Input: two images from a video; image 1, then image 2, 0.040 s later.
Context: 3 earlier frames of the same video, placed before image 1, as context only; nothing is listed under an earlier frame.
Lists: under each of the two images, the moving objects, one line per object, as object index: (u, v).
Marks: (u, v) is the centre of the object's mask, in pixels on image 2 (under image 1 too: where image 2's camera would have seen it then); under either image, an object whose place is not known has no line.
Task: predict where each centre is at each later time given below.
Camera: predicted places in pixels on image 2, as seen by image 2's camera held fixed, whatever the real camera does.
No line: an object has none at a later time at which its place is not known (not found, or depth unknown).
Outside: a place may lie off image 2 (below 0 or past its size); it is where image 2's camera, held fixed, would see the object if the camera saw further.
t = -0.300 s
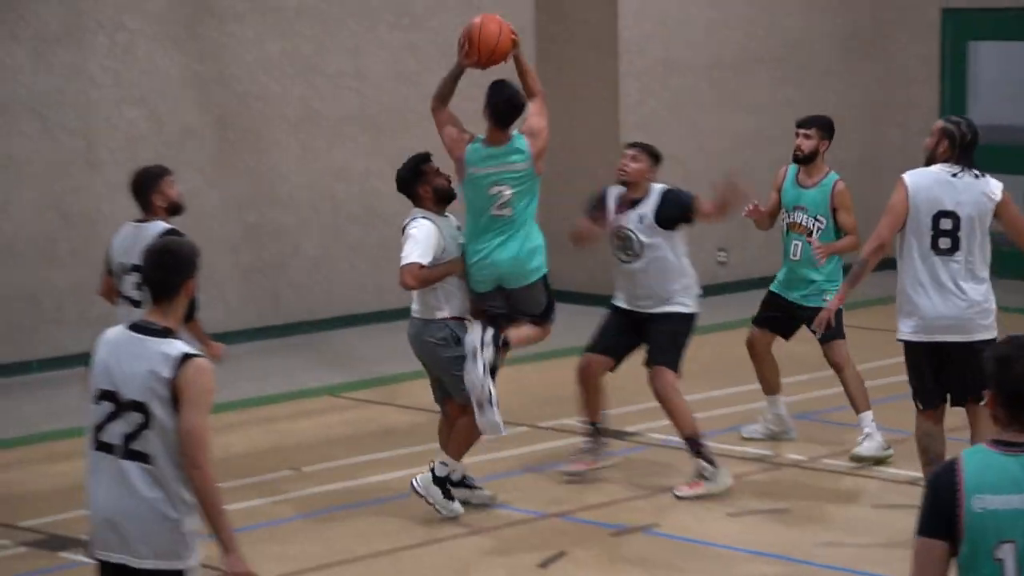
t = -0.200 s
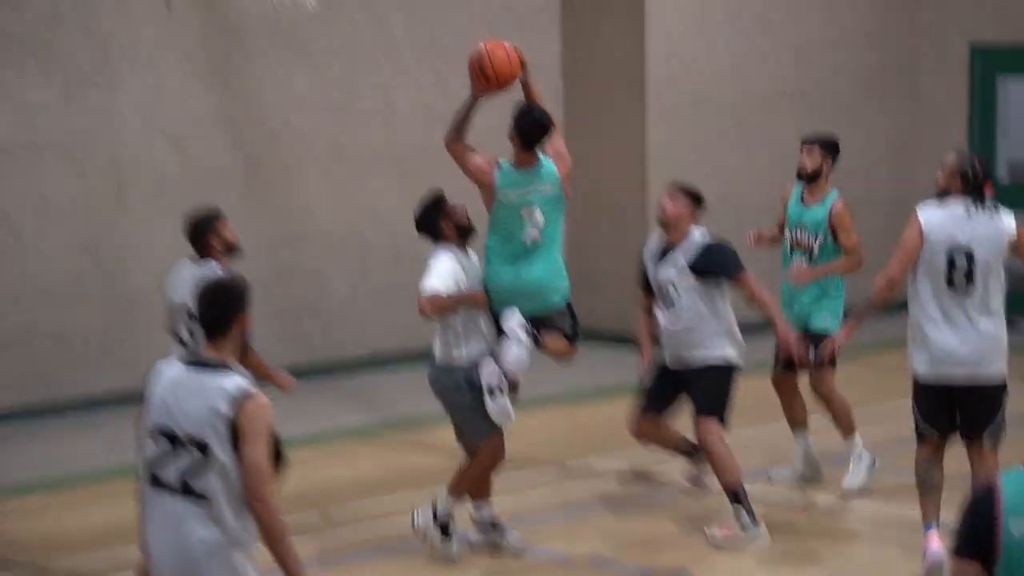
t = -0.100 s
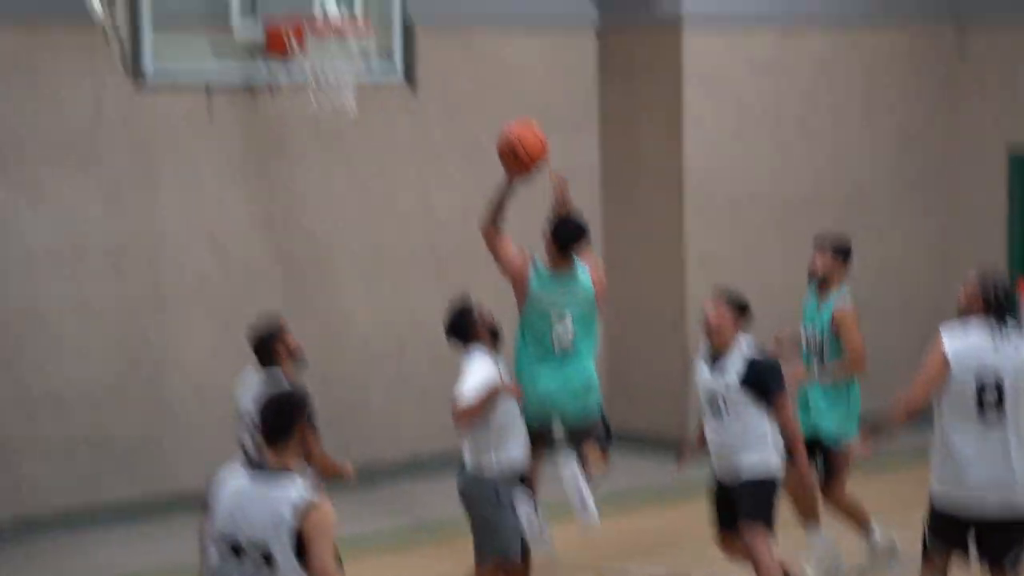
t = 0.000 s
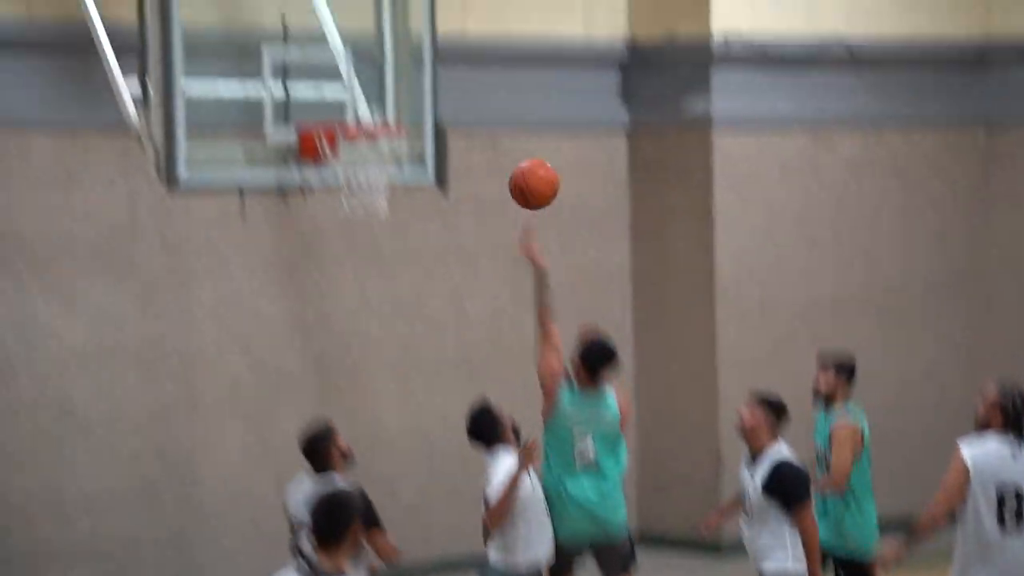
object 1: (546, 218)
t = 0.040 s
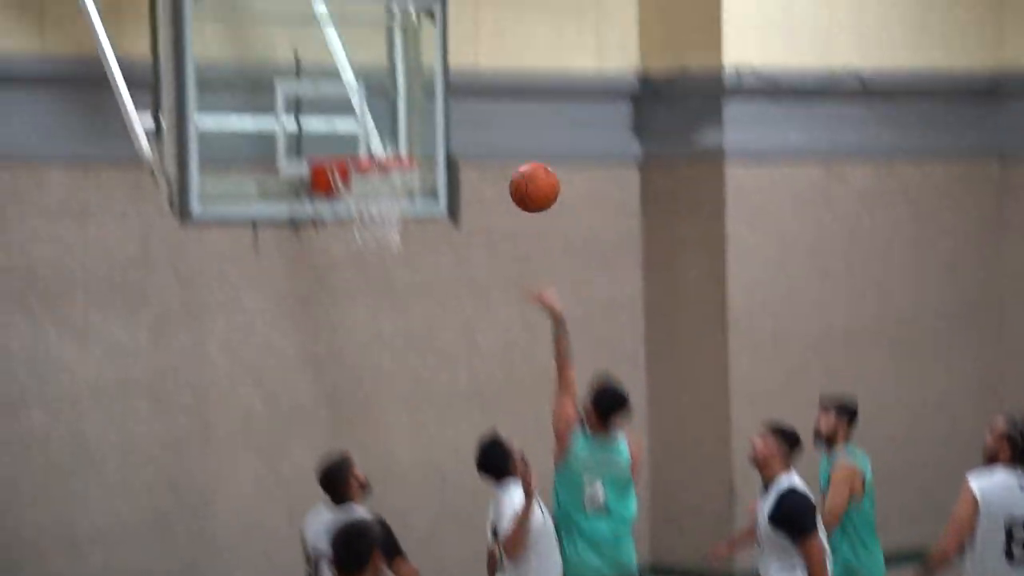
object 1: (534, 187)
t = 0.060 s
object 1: (529, 173)
